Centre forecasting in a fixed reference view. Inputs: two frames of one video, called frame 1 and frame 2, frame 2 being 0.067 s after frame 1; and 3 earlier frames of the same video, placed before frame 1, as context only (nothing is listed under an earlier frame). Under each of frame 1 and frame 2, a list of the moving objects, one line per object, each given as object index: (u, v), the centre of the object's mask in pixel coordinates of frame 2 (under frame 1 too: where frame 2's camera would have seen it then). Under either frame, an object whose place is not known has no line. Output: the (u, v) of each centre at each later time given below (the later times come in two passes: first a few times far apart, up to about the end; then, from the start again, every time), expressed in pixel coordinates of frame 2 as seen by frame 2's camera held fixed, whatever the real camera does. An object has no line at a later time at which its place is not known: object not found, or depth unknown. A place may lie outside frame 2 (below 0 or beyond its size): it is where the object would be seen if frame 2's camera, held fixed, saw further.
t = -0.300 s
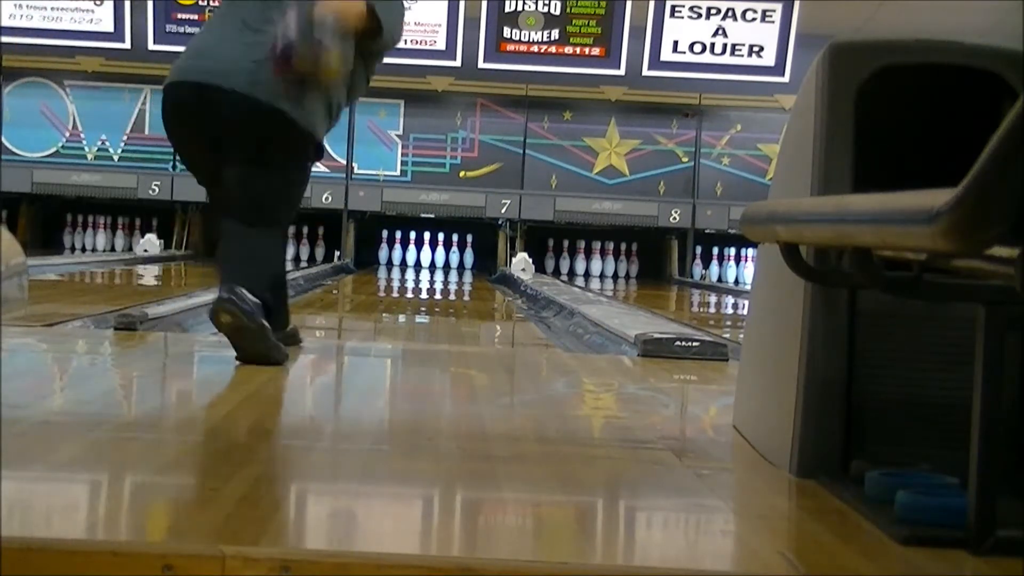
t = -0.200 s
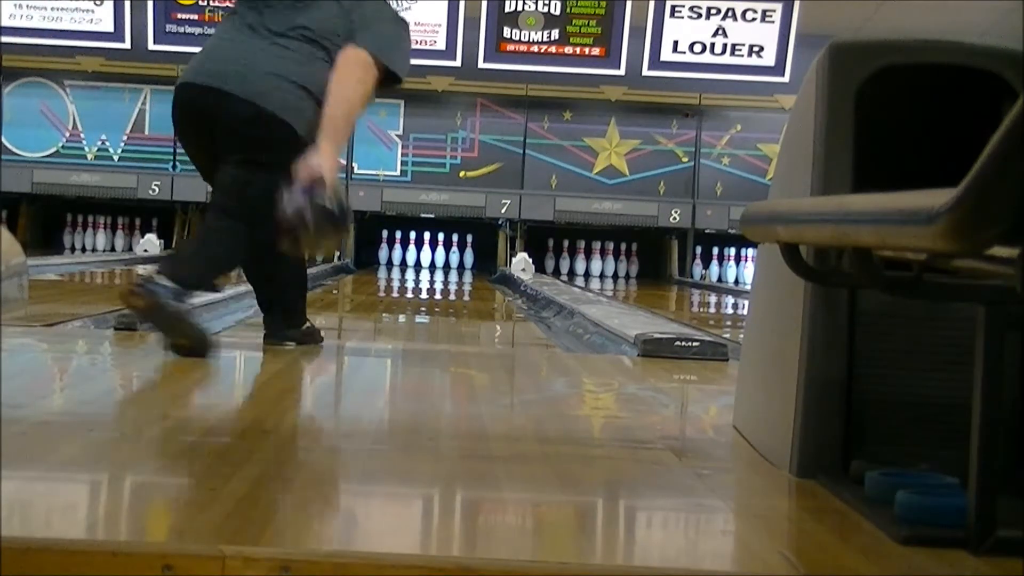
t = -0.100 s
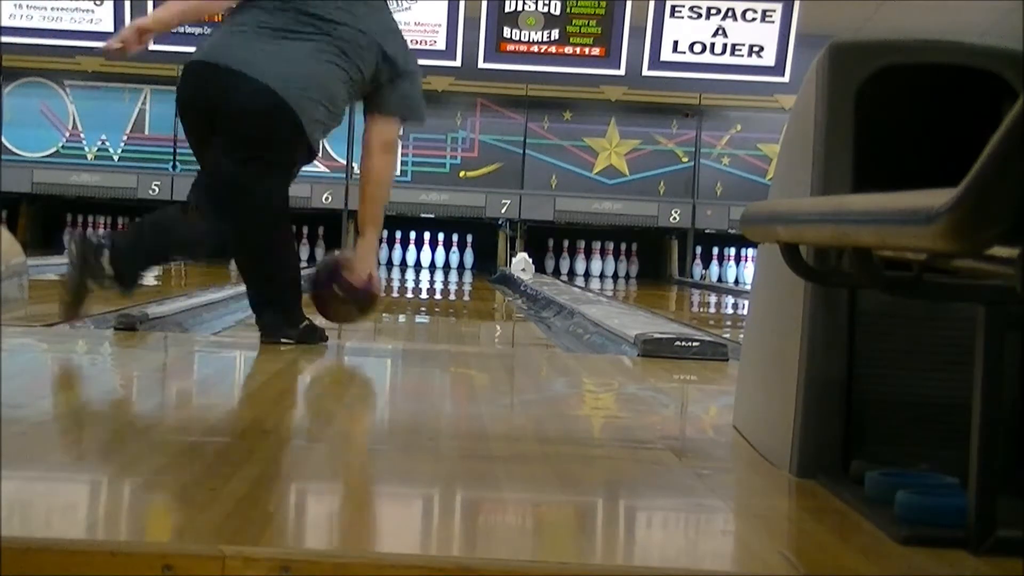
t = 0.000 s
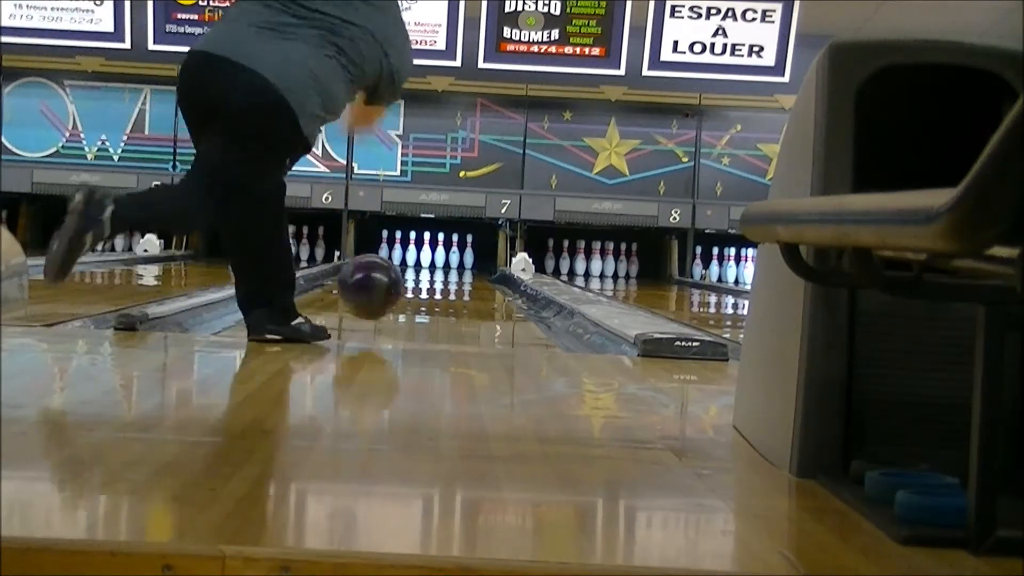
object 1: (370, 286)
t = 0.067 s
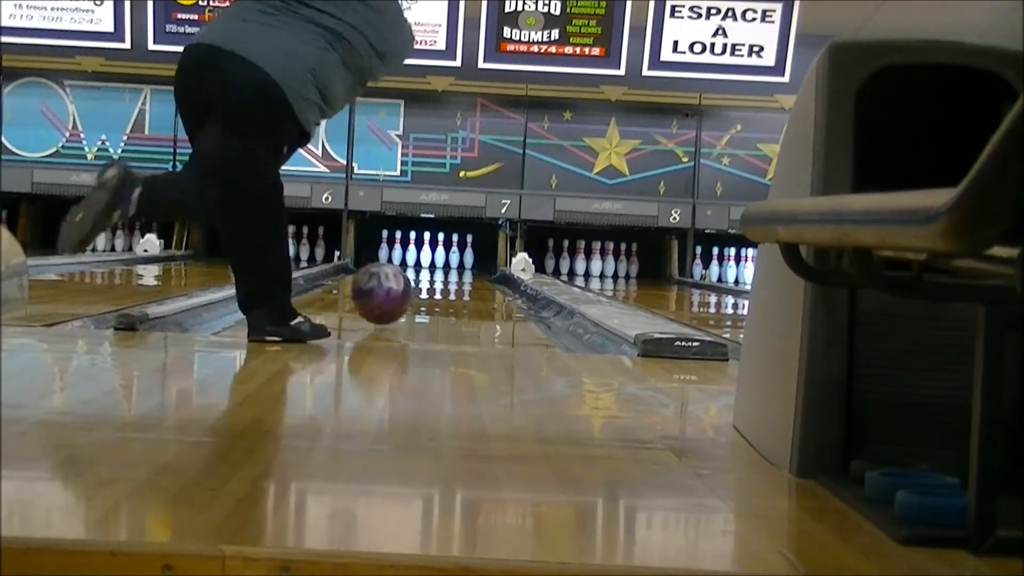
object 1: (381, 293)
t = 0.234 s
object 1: (409, 288)
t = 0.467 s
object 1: (433, 282)
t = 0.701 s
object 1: (449, 277)
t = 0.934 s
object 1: (460, 273)
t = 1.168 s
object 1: (468, 270)
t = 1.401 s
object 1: (472, 268)
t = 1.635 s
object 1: (472, 266)
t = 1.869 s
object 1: (465, 264)
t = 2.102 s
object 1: (452, 262)
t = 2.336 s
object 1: (439, 259)
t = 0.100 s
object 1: (387, 296)
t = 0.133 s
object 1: (392, 294)
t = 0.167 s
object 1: (396, 292)
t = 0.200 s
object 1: (402, 291)
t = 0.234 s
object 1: (409, 288)
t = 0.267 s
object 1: (415, 288)
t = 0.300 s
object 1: (418, 288)
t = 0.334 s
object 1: (421, 286)
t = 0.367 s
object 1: (424, 285)
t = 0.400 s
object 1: (427, 284)
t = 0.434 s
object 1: (430, 283)
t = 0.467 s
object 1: (433, 282)
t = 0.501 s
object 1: (436, 281)
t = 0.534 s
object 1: (438, 280)
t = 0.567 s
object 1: (440, 279)
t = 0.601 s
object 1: (442, 278)
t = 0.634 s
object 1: (445, 278)
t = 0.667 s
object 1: (447, 277)
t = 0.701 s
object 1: (449, 277)
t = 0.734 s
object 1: (451, 277)
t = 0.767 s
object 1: (452, 276)
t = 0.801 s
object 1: (454, 275)
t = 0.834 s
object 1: (455, 275)
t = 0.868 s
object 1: (457, 274)
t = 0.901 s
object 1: (458, 274)
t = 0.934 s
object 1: (460, 273)
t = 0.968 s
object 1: (461, 272)
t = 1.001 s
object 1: (462, 272)
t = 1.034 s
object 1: (464, 271)
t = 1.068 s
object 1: (465, 271)
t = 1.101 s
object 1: (466, 271)
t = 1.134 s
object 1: (467, 271)
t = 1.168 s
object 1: (468, 270)
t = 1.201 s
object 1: (469, 269)
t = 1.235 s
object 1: (469, 269)
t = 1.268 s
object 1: (470, 269)
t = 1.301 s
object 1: (471, 268)
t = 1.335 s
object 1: (471, 268)
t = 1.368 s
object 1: (471, 268)
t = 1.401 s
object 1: (472, 268)
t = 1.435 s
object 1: (472, 267)
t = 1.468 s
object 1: (472, 267)
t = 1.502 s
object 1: (472, 267)
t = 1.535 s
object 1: (472, 267)
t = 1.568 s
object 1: (472, 266)
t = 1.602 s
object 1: (472, 266)
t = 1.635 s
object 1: (472, 266)
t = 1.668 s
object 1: (471, 266)
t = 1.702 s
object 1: (470, 265)
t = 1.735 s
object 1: (470, 265)
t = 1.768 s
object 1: (469, 265)
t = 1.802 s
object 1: (468, 264)
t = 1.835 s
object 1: (467, 264)
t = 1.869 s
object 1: (465, 264)
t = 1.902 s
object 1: (463, 262)
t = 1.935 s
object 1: (462, 263)
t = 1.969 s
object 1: (460, 262)
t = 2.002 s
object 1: (458, 262)
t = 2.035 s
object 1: (456, 262)
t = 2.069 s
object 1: (454, 262)
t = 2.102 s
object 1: (452, 262)
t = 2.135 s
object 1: (450, 261)
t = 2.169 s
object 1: (448, 260)
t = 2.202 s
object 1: (445, 260)
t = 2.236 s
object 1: (444, 260)
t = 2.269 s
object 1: (442, 260)
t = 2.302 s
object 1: (439, 259)
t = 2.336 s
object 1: (439, 259)
